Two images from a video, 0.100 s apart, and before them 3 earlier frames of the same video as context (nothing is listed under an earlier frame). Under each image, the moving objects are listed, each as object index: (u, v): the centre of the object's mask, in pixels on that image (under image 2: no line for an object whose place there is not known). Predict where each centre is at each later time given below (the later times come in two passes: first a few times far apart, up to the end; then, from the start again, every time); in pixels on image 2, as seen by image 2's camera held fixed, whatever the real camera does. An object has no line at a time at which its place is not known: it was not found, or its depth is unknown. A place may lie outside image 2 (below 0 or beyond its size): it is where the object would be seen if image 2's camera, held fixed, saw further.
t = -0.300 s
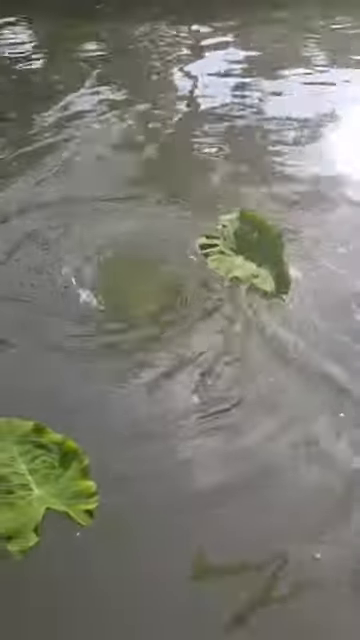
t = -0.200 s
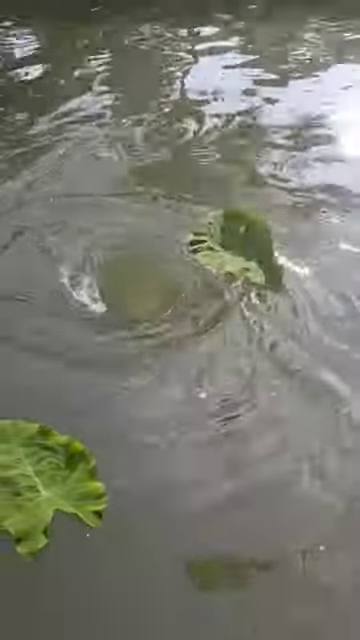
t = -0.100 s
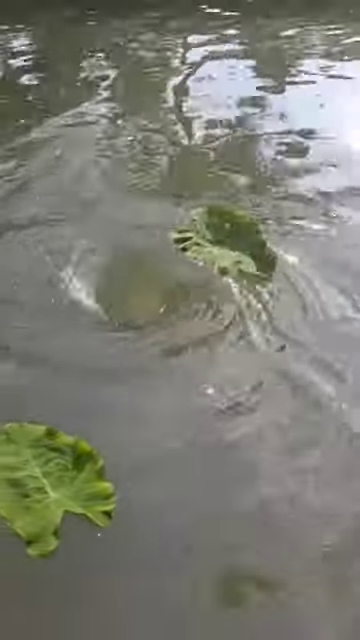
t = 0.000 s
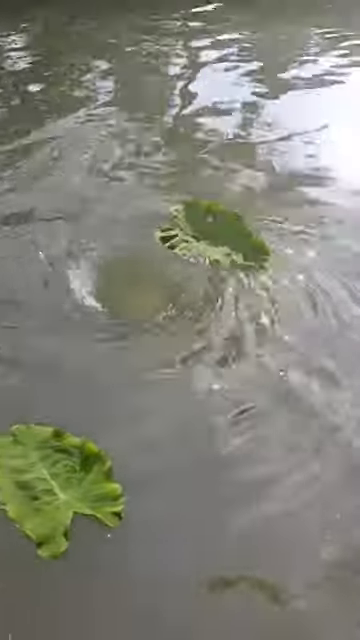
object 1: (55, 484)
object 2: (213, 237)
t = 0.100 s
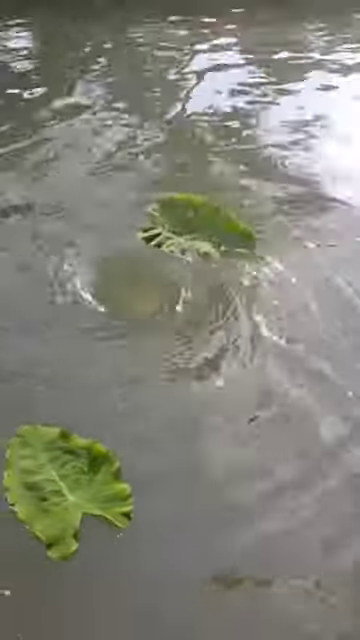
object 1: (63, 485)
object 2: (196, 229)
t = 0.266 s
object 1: (63, 485)
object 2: (158, 224)
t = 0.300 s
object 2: (150, 223)
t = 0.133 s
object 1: (63, 485)
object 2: (190, 227)
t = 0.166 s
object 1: (63, 485)
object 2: (185, 228)
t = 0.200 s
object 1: (63, 485)
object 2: (175, 226)
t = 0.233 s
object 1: (63, 485)
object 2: (166, 226)
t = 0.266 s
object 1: (63, 485)
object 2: (158, 224)
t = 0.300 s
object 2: (150, 223)
